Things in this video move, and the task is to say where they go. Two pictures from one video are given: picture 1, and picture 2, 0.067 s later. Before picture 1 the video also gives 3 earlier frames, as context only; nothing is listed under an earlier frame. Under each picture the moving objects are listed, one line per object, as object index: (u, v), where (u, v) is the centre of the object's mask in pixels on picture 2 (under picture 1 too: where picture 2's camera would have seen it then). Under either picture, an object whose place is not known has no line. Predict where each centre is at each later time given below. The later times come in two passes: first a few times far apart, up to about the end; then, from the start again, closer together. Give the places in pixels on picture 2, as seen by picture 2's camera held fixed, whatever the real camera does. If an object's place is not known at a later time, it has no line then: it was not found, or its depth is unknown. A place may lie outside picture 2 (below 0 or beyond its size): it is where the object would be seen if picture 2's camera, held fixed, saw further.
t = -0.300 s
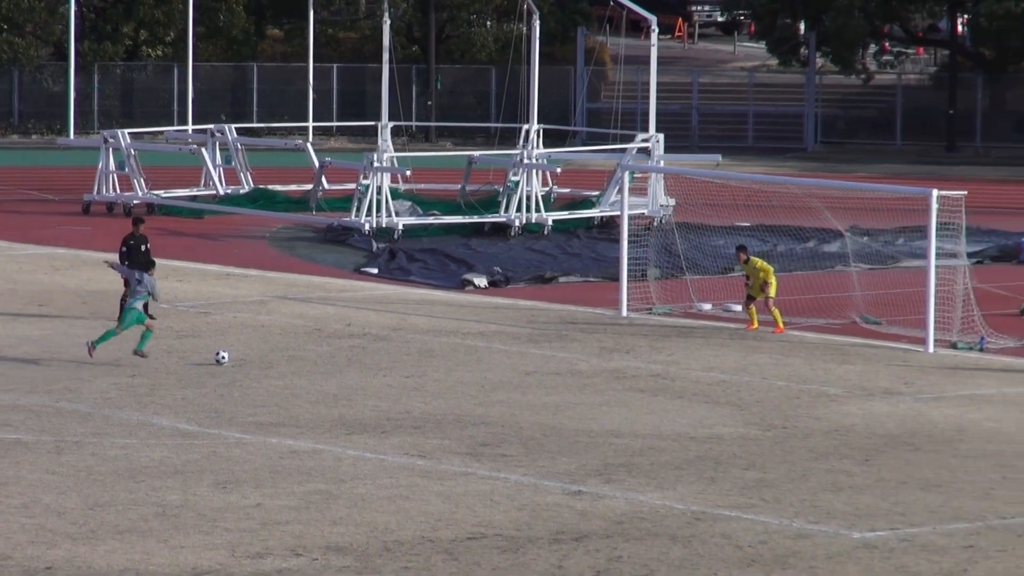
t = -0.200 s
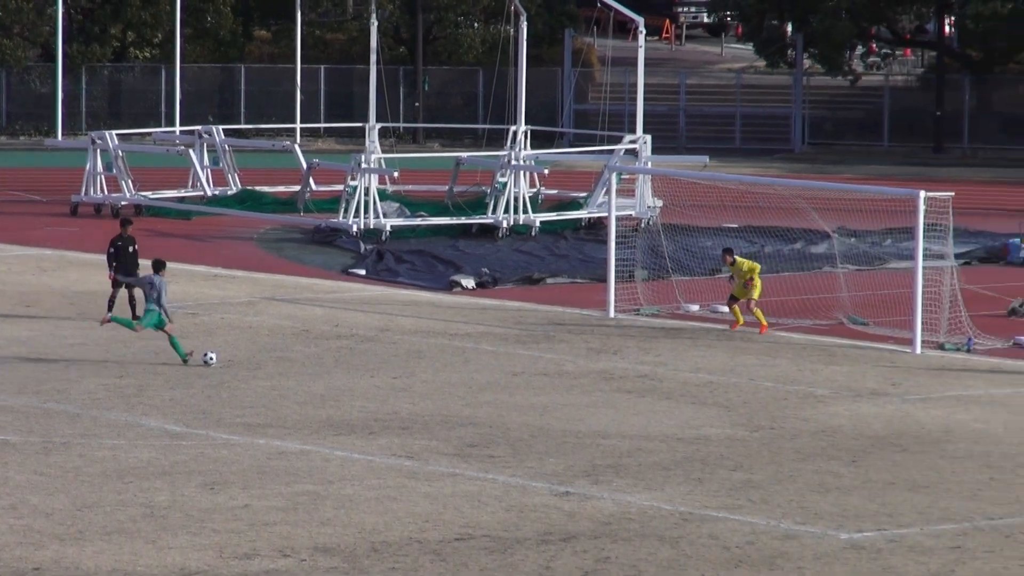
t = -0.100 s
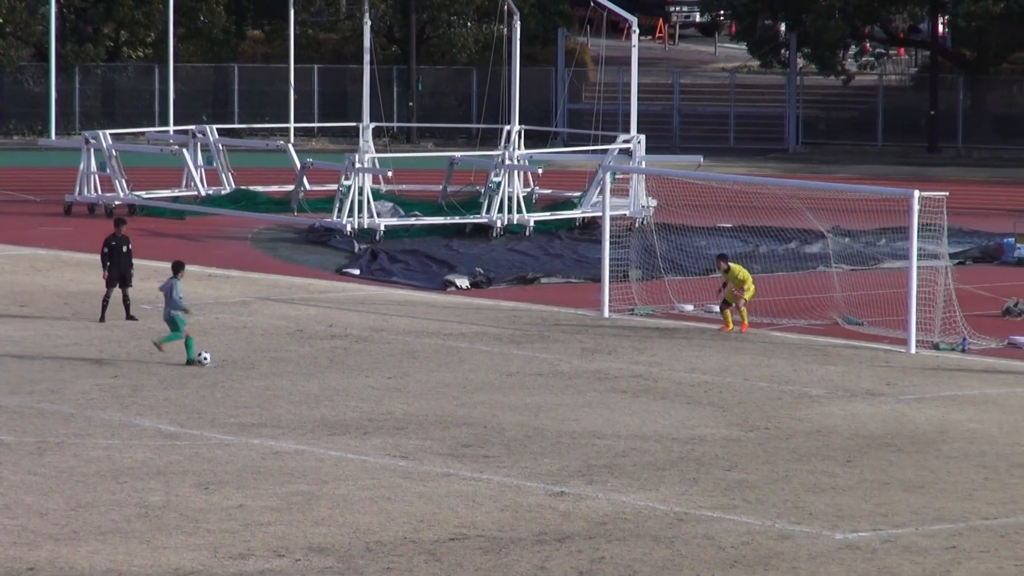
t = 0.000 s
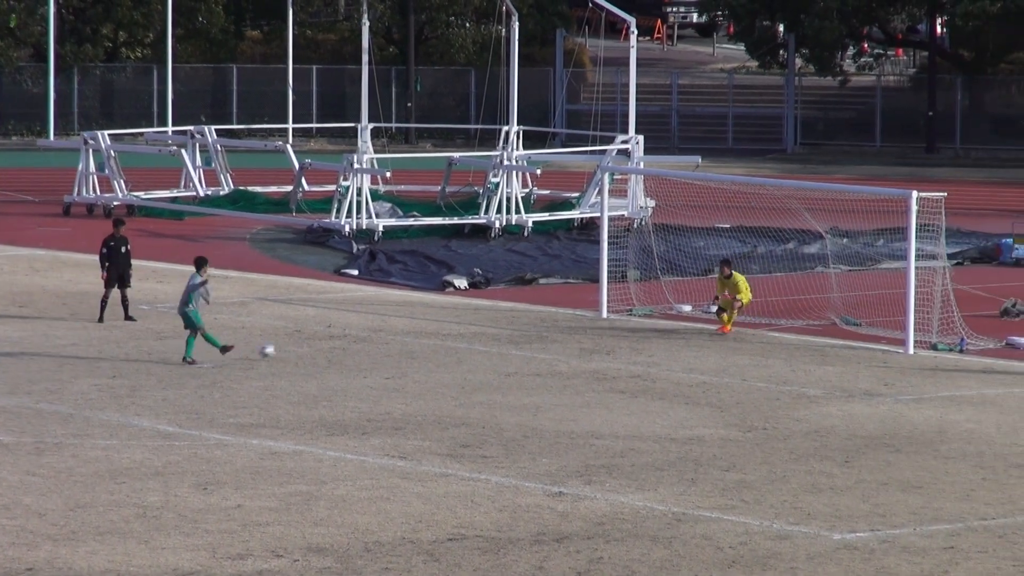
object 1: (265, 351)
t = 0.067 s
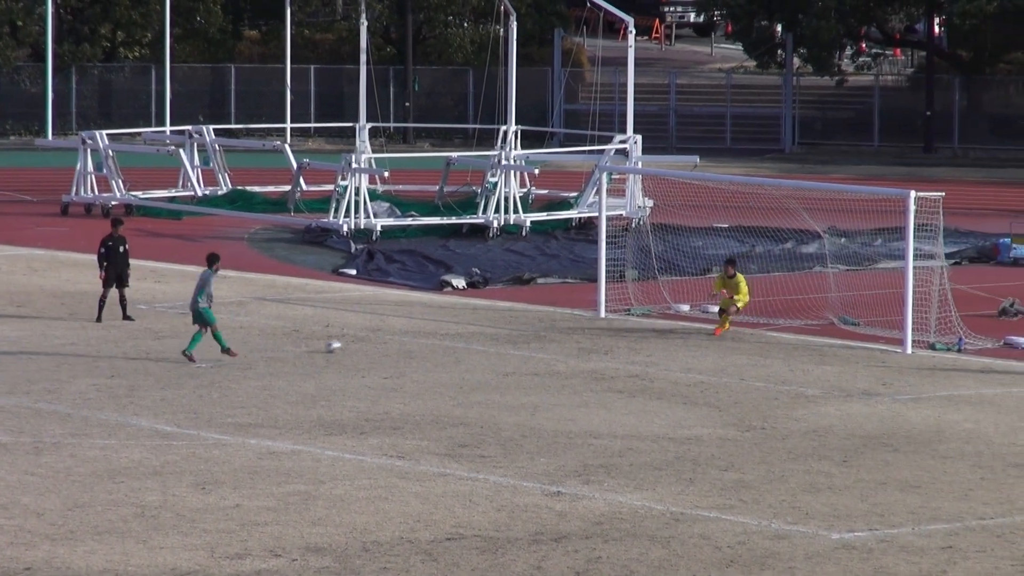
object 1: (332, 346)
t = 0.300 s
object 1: (525, 325)
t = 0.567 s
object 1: (683, 308)
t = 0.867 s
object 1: (736, 260)
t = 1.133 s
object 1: (753, 279)
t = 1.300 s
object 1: (764, 311)
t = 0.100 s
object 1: (365, 342)
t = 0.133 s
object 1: (394, 336)
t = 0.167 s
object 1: (422, 333)
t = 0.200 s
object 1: (449, 328)
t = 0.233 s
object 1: (475, 327)
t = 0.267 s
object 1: (501, 325)
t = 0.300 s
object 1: (525, 325)
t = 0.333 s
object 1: (547, 321)
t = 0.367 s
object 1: (569, 317)
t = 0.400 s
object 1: (590, 313)
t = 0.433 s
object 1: (609, 311)
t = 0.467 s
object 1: (629, 308)
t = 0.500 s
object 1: (646, 307)
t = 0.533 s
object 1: (667, 308)
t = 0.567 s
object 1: (683, 308)
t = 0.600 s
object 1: (697, 303)
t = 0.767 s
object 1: (728, 265)
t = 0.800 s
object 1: (731, 261)
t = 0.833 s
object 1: (734, 261)
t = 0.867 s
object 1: (736, 260)
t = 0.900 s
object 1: (737, 260)
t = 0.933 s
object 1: (740, 261)
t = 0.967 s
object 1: (742, 263)
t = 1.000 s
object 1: (744, 265)
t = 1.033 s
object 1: (747, 268)
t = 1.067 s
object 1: (749, 271)
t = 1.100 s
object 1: (751, 275)
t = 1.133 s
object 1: (753, 279)
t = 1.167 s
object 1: (755, 285)
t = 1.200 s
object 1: (758, 290)
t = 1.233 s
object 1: (760, 297)
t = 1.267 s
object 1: (762, 304)
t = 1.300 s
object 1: (764, 311)
